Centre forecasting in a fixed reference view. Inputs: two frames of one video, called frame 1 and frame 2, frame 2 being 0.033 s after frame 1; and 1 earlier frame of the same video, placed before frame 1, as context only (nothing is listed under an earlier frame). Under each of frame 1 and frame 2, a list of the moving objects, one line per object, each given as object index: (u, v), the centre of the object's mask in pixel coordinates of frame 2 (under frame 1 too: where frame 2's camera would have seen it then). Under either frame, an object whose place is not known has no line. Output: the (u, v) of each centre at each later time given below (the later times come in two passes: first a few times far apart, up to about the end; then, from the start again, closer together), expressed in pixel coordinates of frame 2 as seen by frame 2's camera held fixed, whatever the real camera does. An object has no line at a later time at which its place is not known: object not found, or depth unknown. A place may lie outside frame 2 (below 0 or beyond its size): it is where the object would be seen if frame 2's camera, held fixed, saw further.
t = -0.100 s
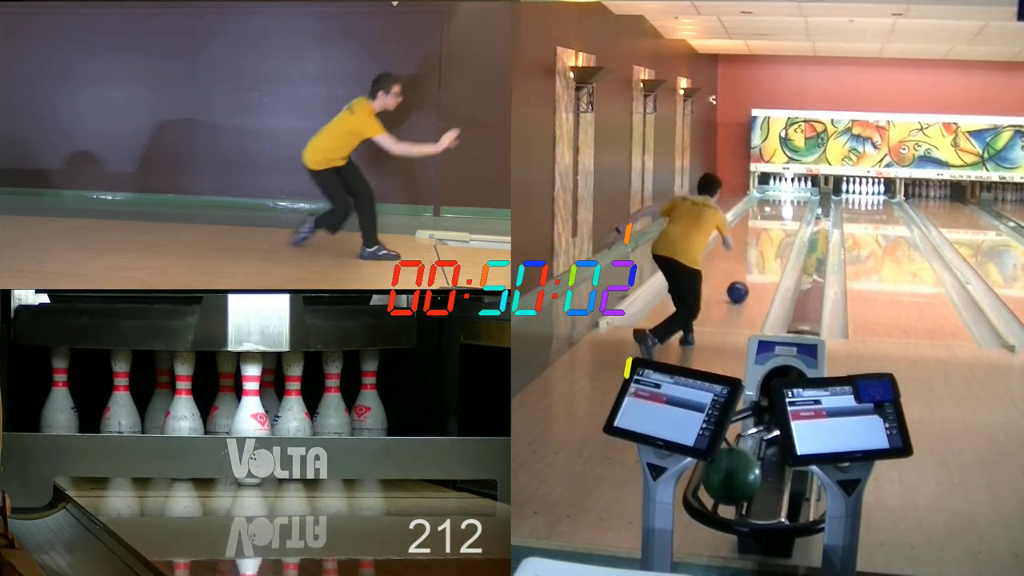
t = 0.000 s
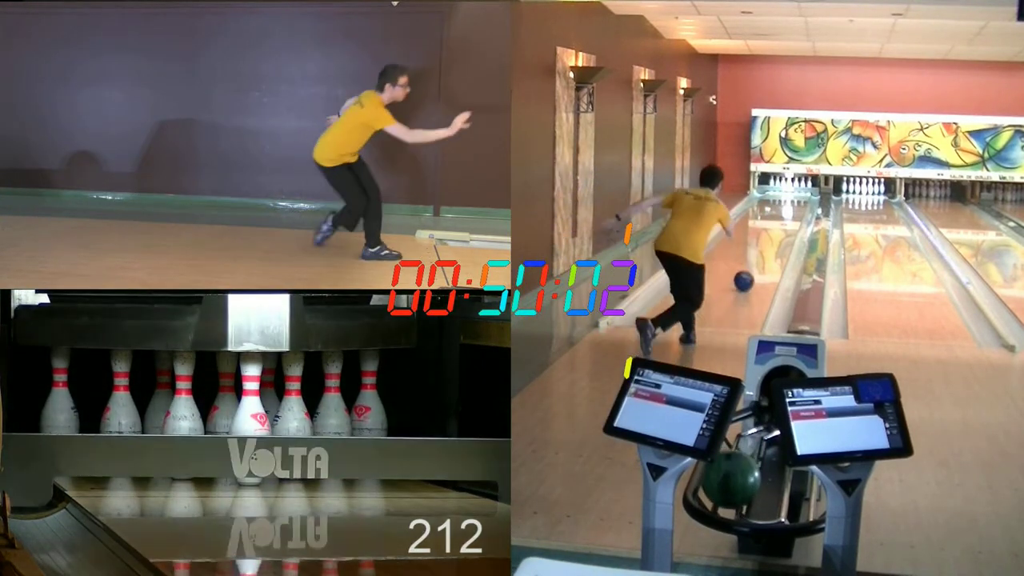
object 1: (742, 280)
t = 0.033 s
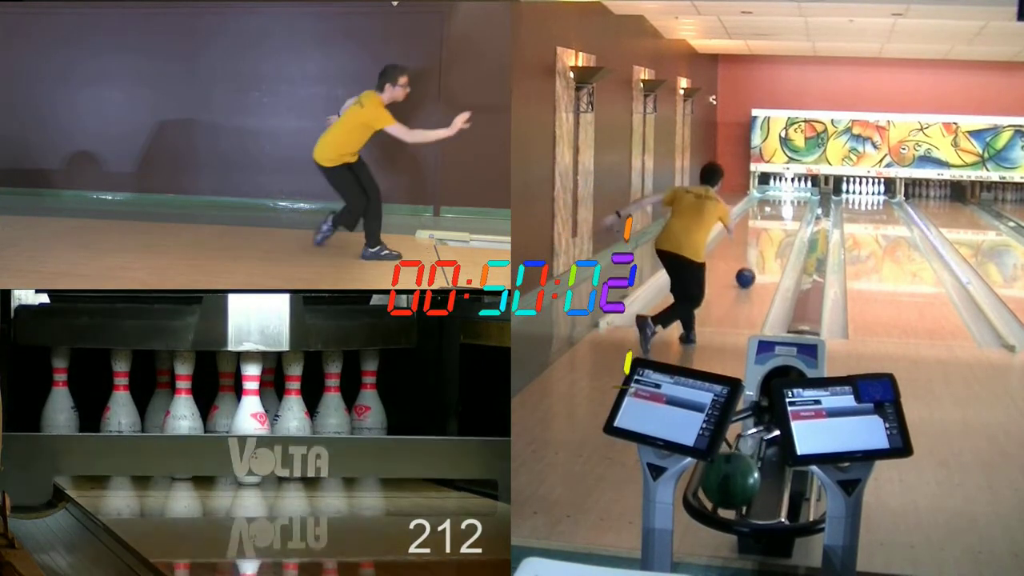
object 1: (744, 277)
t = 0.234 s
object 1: (753, 259)
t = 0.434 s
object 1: (762, 245)
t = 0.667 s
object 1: (768, 233)
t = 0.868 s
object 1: (773, 223)
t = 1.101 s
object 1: (778, 215)
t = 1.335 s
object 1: (781, 207)
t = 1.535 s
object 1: (784, 202)
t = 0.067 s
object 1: (746, 274)
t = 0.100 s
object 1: (747, 271)
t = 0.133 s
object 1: (749, 268)
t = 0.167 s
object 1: (750, 265)
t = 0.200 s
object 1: (752, 262)
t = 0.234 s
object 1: (753, 259)
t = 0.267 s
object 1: (755, 257)
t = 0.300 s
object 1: (756, 254)
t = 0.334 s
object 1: (757, 252)
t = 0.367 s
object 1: (758, 250)
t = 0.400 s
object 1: (760, 248)
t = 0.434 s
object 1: (762, 245)
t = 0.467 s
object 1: (762, 243)
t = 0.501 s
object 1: (763, 241)
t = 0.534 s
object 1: (764, 240)
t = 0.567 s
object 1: (766, 238)
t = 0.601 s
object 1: (767, 236)
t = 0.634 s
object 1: (768, 235)
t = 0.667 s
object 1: (768, 233)
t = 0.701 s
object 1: (769, 231)
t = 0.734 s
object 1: (770, 230)
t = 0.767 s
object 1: (771, 228)
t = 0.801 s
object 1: (772, 226)
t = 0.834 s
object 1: (772, 225)
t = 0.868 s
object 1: (773, 223)
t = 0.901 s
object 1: (774, 222)
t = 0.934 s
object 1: (775, 220)
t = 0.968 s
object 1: (775, 219)
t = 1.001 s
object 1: (776, 218)
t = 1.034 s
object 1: (777, 217)
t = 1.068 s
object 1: (777, 216)
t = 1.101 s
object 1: (778, 215)
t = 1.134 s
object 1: (778, 213)
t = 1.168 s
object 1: (779, 212)
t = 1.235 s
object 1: (780, 210)
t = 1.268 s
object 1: (781, 209)
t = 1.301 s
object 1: (781, 208)
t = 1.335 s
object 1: (781, 207)
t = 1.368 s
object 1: (782, 206)
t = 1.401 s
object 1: (782, 205)
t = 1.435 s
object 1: (783, 204)
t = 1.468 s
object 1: (783, 203)
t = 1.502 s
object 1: (784, 202)
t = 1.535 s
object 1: (784, 202)
